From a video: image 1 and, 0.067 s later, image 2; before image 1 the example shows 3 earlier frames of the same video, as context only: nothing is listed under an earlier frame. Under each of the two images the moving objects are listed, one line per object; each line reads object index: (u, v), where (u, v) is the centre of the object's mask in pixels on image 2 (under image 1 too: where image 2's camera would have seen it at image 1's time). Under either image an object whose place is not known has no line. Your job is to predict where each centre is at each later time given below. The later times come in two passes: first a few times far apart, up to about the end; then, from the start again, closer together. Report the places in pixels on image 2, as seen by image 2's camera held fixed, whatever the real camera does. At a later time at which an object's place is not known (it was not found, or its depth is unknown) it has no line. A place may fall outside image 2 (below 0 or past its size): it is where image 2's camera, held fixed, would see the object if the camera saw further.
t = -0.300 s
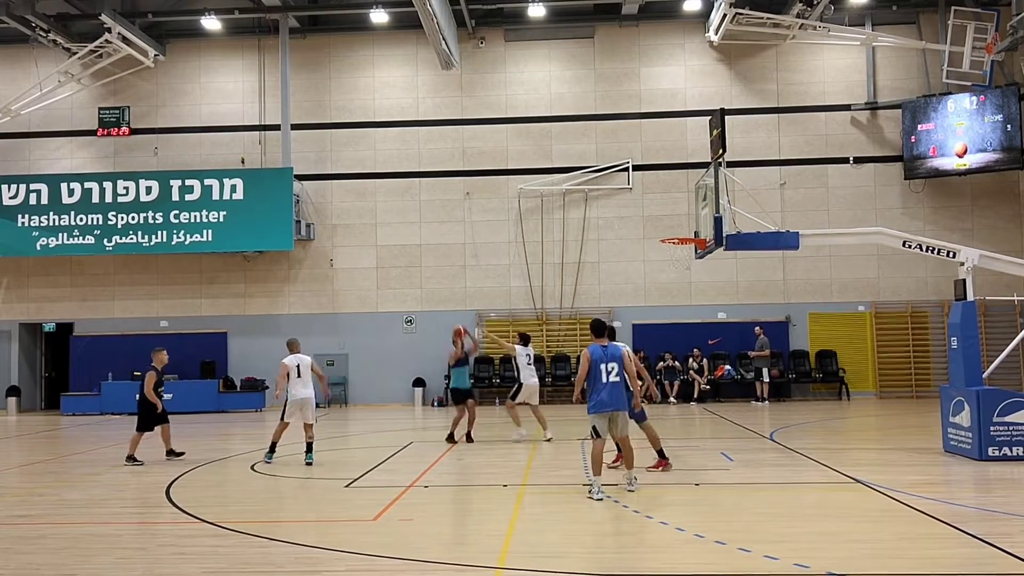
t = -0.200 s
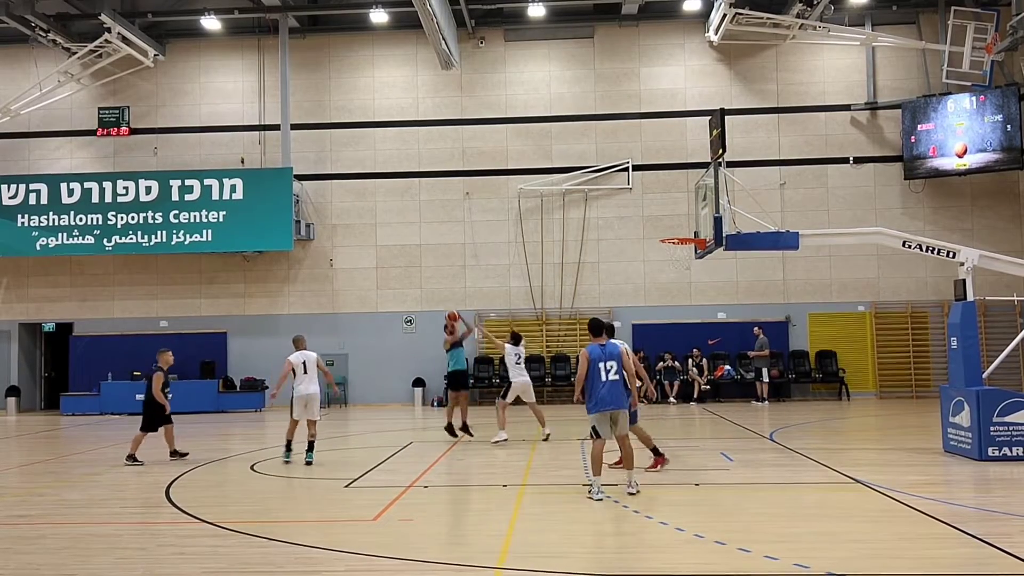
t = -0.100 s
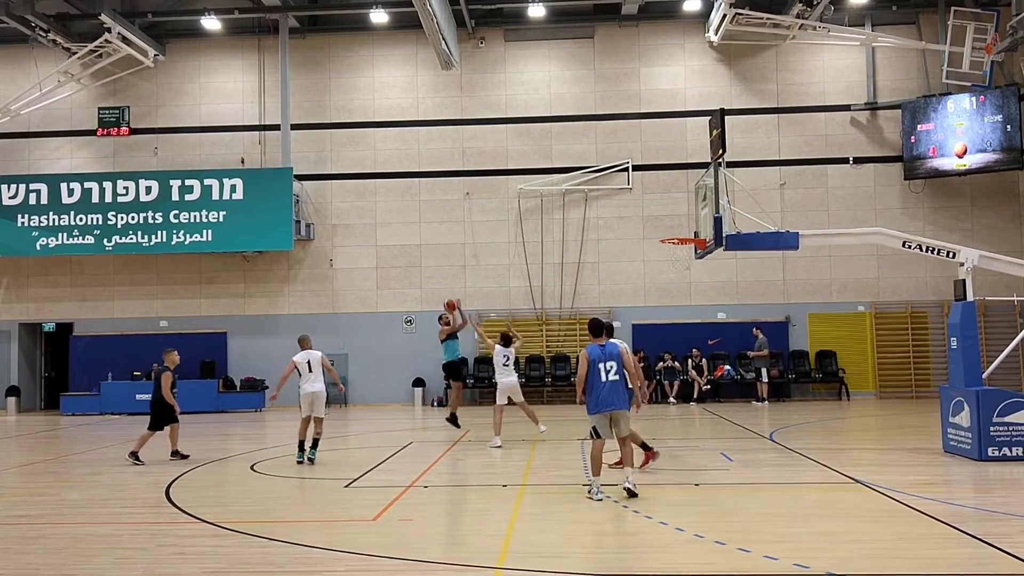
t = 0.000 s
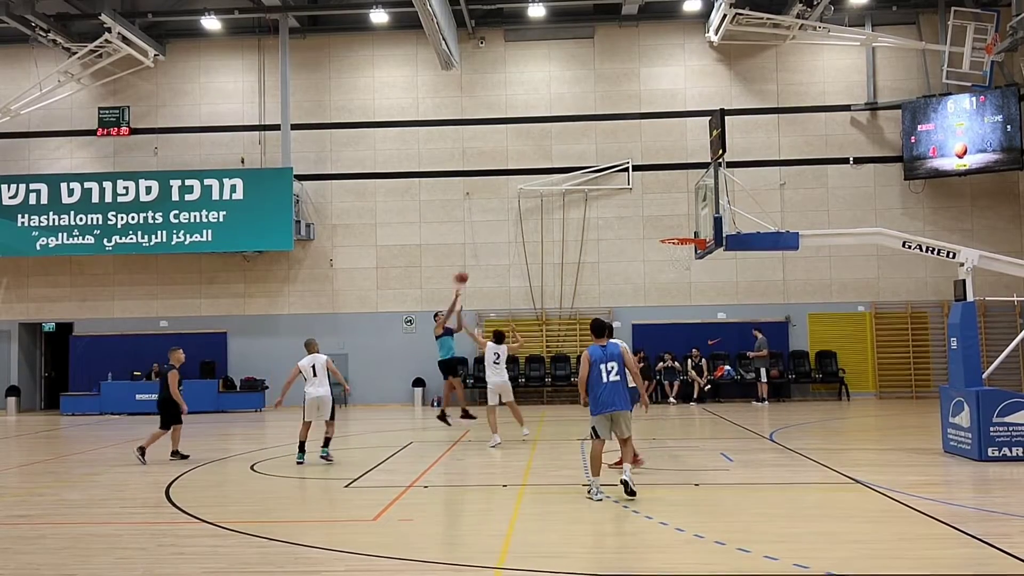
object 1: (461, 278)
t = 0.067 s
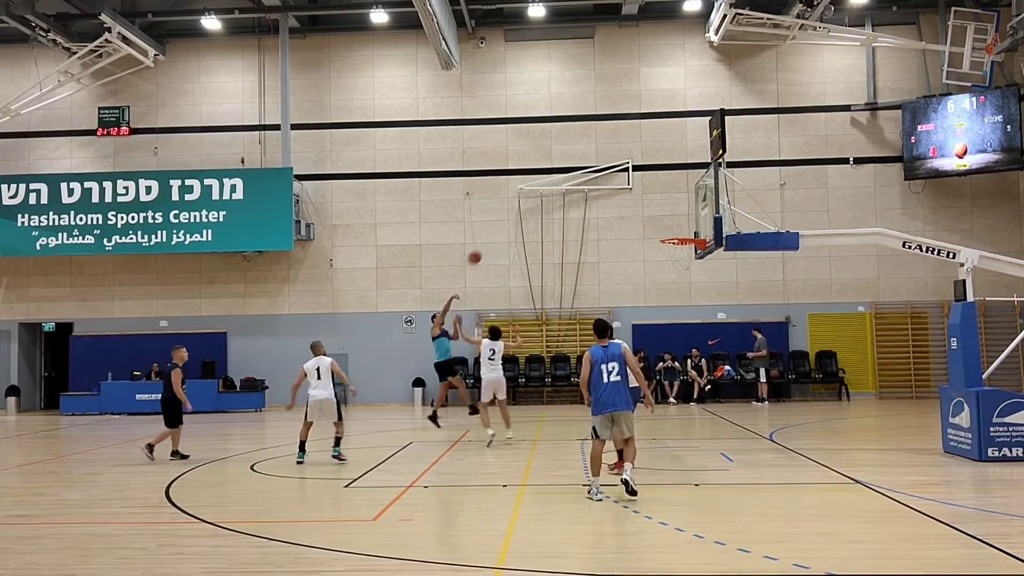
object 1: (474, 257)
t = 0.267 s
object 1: (514, 211)
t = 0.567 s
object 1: (578, 183)
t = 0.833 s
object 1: (640, 206)
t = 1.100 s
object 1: (692, 256)
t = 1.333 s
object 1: (698, 287)
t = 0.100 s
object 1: (481, 248)
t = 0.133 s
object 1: (487, 240)
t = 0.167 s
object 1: (494, 231)
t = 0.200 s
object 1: (500, 224)
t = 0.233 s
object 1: (507, 217)
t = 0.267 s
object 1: (514, 211)
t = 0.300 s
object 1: (521, 205)
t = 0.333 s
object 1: (527, 201)
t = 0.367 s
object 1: (534, 196)
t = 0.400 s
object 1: (541, 192)
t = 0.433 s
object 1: (548, 189)
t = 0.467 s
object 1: (556, 187)
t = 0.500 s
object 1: (563, 185)
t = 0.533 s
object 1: (570, 184)
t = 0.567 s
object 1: (578, 183)
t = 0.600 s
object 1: (586, 183)
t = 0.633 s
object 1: (593, 185)
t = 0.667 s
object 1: (601, 186)
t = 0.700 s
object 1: (609, 189)
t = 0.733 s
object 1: (617, 192)
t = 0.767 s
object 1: (625, 196)
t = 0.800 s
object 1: (632, 200)
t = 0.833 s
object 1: (640, 206)
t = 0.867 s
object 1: (648, 212)
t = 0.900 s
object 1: (656, 219)
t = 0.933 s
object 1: (665, 228)
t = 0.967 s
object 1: (673, 235)
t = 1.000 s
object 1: (681, 247)
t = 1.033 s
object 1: (689, 253)
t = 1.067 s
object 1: (691, 254)
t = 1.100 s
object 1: (692, 256)
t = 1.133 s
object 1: (692, 260)
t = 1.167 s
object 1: (693, 262)
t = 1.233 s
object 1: (695, 269)
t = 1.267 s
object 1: (697, 274)
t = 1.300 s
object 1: (697, 281)
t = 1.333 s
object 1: (698, 287)
